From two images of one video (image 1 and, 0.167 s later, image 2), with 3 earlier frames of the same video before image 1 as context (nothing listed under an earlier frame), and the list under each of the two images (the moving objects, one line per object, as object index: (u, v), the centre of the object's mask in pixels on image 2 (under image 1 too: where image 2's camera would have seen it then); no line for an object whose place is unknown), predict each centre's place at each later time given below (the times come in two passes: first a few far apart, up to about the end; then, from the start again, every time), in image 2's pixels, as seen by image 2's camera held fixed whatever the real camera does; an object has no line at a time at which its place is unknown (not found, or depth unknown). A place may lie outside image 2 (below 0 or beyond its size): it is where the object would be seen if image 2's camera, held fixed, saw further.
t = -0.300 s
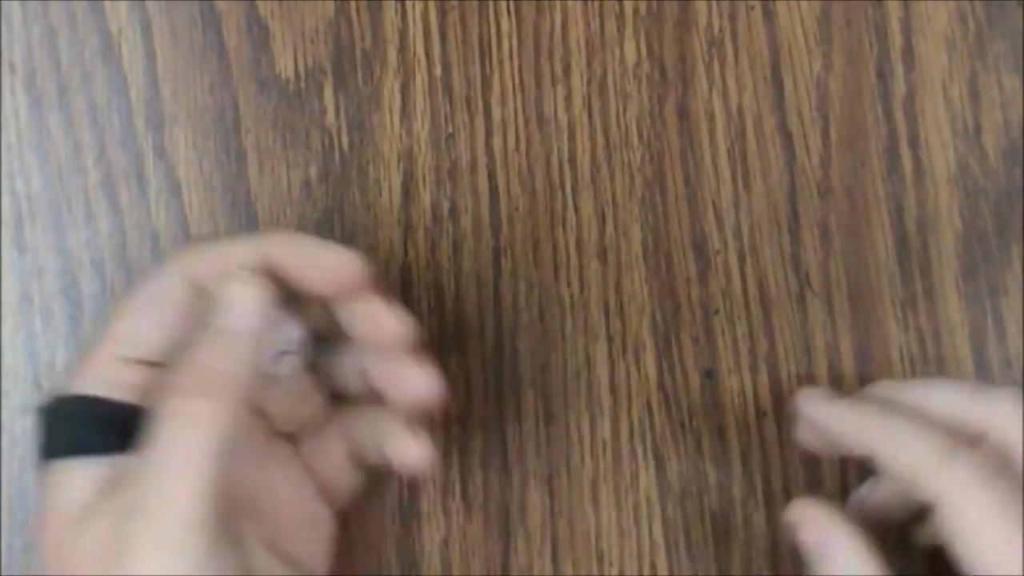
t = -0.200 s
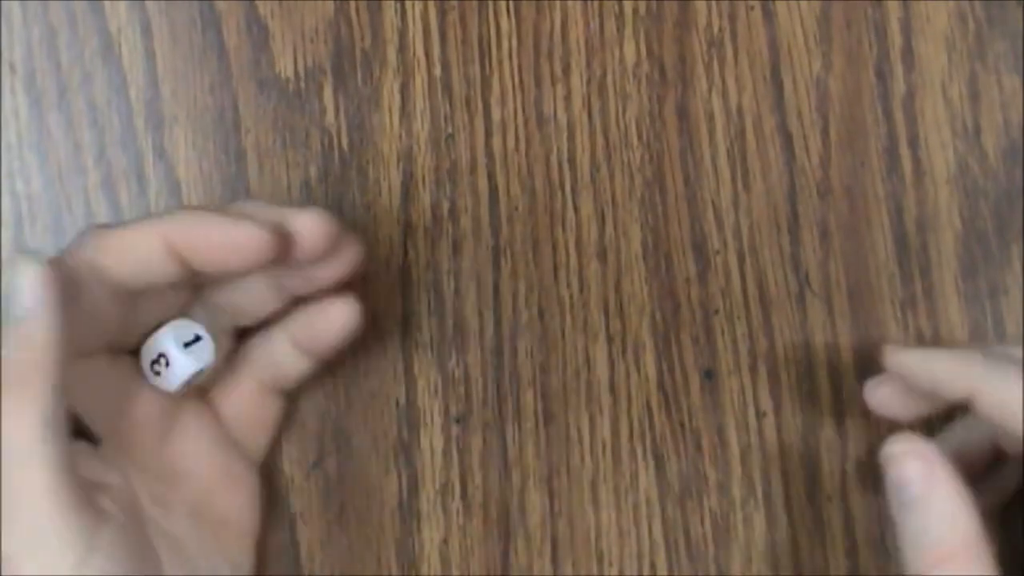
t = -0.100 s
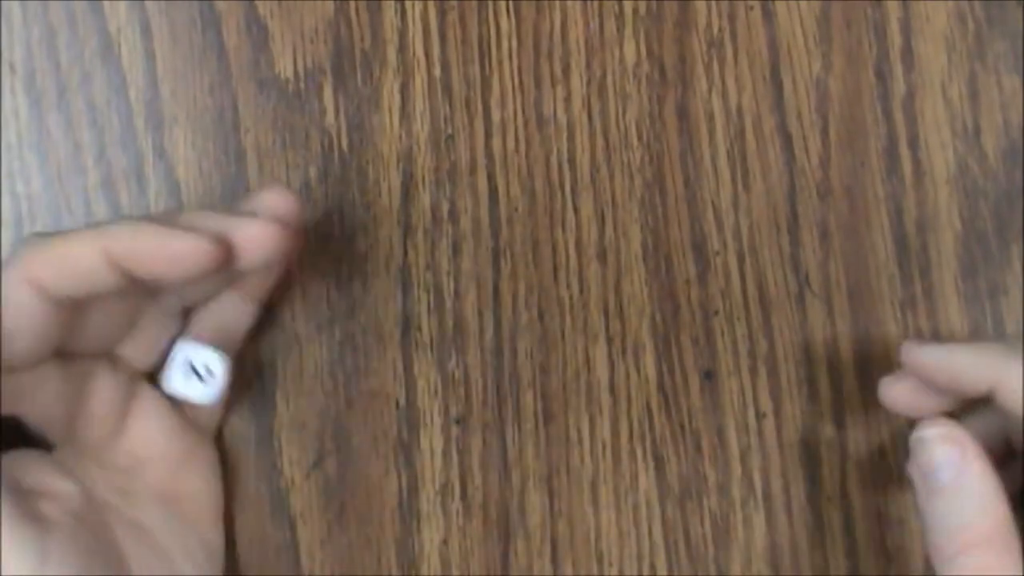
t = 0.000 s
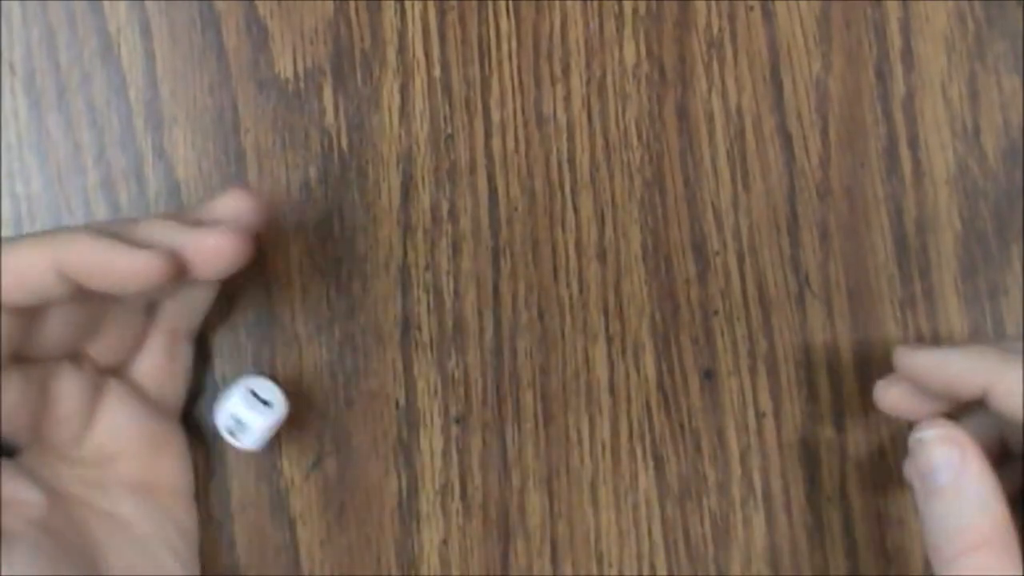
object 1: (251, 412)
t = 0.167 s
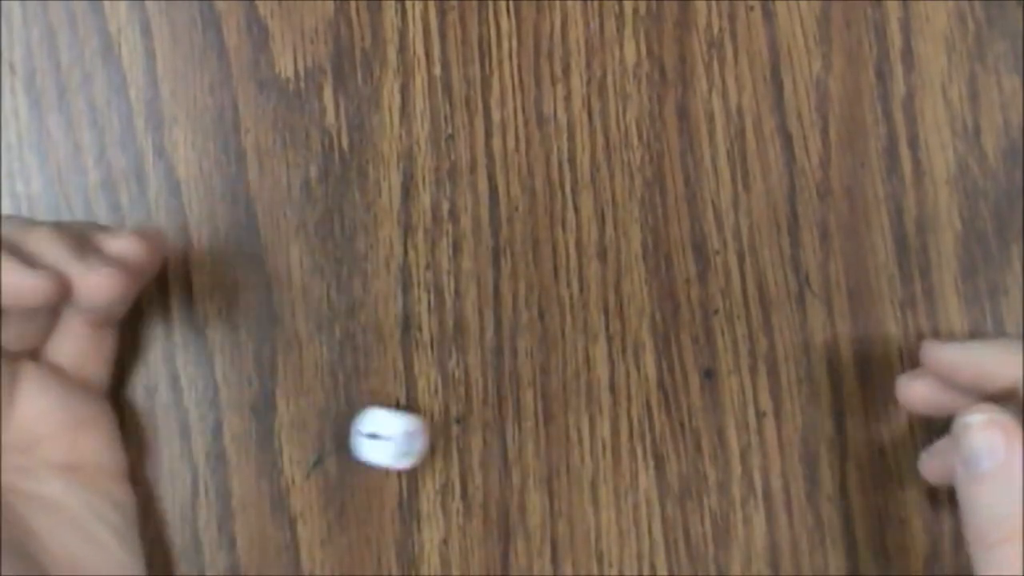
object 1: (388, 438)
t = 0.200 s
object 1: (429, 436)
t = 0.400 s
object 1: (613, 407)
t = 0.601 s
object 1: (745, 293)
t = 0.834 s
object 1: (848, 141)
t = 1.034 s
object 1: (870, 126)
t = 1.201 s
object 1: (868, 123)
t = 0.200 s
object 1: (429, 436)
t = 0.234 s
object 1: (465, 436)
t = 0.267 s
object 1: (499, 436)
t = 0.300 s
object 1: (531, 431)
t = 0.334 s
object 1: (557, 426)
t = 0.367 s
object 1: (586, 416)
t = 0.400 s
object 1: (613, 407)
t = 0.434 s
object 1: (640, 393)
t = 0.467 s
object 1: (663, 377)
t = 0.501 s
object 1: (683, 355)
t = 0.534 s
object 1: (705, 334)
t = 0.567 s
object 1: (724, 316)
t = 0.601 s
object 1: (745, 293)
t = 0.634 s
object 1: (761, 269)
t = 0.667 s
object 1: (773, 244)
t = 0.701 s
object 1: (787, 215)
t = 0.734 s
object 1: (806, 192)
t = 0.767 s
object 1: (822, 171)
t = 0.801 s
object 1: (836, 154)
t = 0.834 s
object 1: (848, 141)
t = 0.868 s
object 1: (853, 129)
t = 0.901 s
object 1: (858, 123)
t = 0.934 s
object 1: (864, 119)
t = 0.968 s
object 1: (869, 119)
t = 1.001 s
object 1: (871, 123)
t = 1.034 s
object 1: (870, 126)
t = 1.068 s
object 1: (869, 126)
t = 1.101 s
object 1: (868, 124)
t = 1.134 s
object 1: (869, 122)
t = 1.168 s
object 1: (869, 123)
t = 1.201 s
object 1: (868, 123)
